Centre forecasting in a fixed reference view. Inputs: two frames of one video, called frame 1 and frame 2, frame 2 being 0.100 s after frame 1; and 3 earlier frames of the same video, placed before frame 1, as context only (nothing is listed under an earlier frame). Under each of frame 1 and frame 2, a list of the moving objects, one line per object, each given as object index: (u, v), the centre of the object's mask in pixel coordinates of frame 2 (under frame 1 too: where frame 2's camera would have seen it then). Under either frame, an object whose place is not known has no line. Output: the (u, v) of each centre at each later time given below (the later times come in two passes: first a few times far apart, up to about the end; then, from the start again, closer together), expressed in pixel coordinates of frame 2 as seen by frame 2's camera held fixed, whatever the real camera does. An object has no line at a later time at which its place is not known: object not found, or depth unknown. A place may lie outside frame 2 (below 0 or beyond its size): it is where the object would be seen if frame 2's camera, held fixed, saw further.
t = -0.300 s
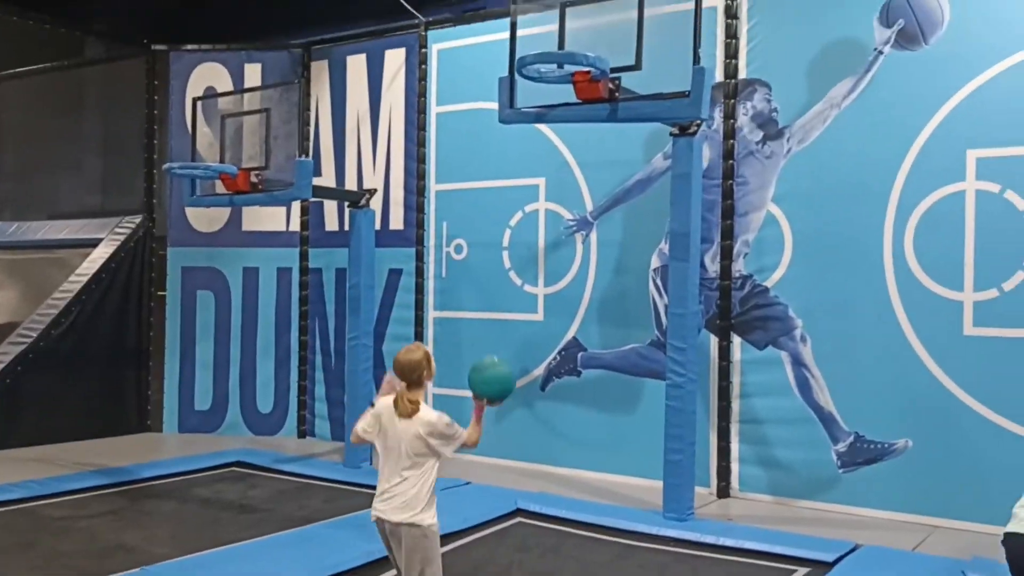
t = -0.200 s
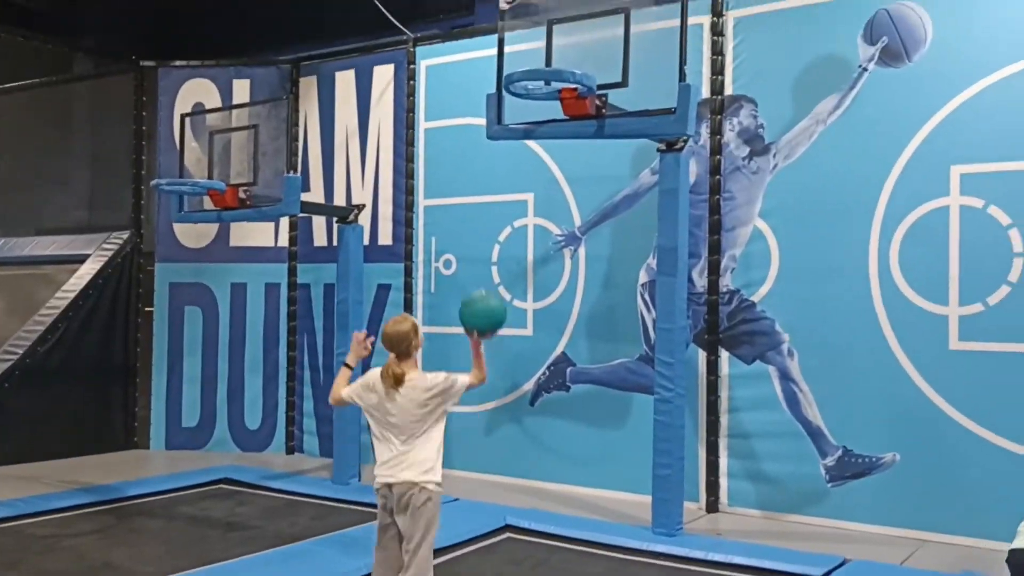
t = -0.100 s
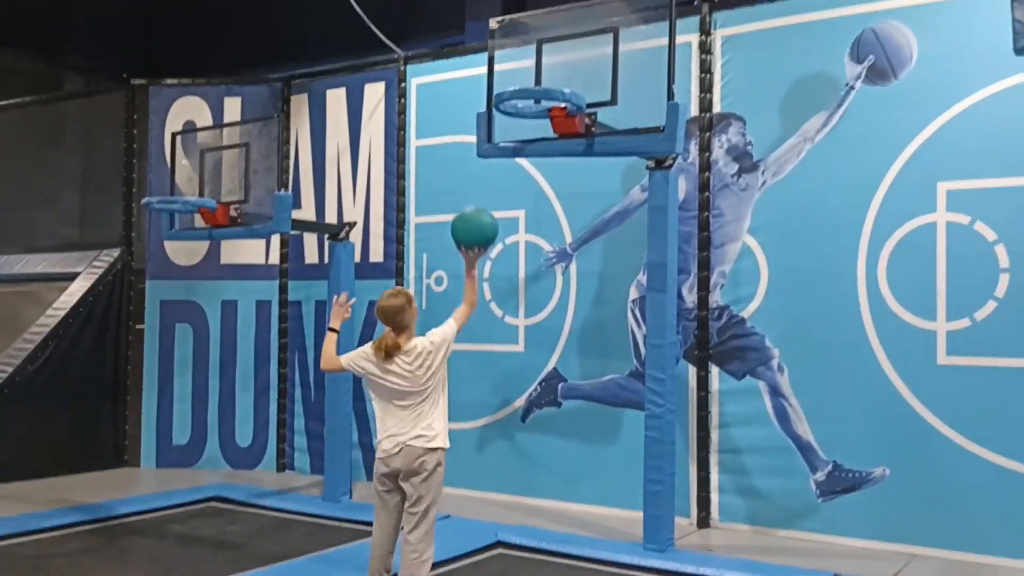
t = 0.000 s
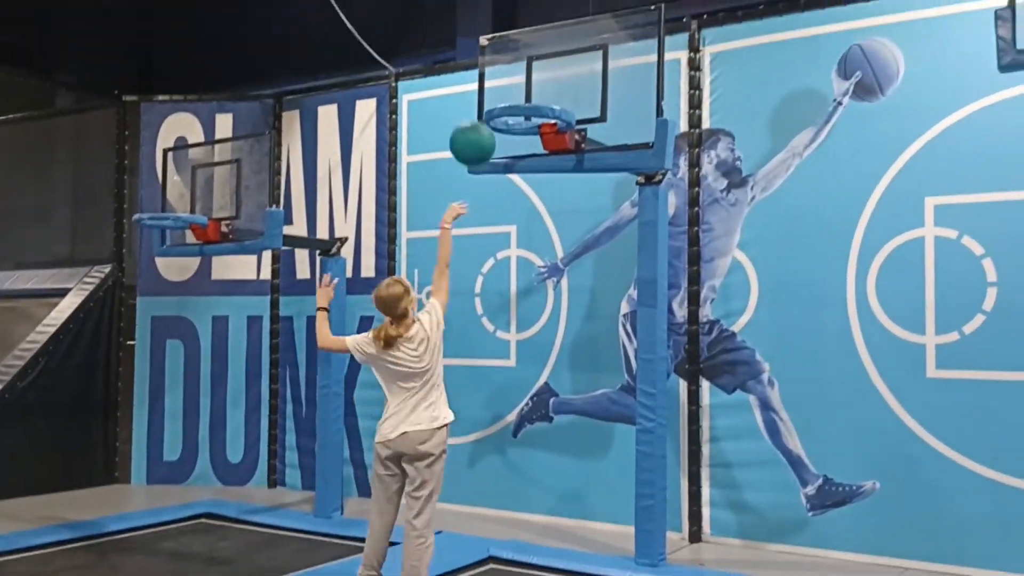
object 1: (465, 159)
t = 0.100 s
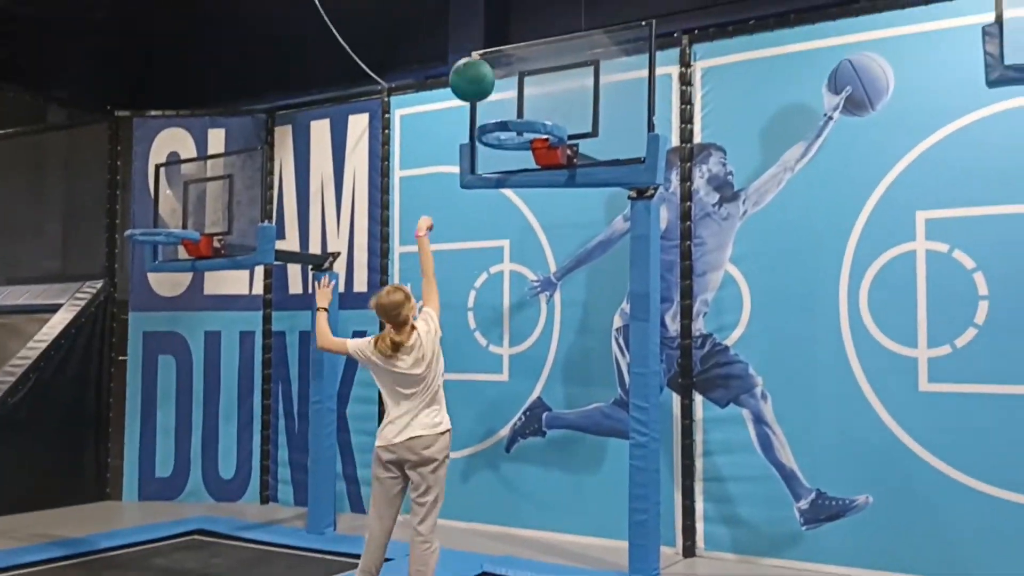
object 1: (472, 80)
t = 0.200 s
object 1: (479, 25)
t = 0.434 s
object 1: (493, -27)
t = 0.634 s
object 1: (504, 1)
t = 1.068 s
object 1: (533, 45)
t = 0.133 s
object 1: (474, 59)
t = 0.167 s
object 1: (476, 40)
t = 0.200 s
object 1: (479, 25)
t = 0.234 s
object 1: (481, 10)
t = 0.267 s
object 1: (483, -1)
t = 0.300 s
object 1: (485, -10)
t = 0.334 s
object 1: (487, -16)
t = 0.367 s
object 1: (489, -21)
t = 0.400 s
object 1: (491, -25)
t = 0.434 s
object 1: (493, -27)
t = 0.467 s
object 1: (495, -28)
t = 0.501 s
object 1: (497, -27)
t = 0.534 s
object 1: (498, -22)
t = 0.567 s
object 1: (500, -16)
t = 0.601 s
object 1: (502, -9)
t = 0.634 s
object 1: (504, 1)
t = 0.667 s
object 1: (505, 13)
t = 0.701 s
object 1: (507, 26)
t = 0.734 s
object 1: (509, 39)
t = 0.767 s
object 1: (510, 56)
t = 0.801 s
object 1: (512, 74)
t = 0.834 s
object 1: (514, 95)
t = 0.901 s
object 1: (518, 109)
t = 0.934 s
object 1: (521, 96)
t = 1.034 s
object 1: (530, 56)
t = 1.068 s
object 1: (533, 45)
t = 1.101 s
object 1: (536, 37)
